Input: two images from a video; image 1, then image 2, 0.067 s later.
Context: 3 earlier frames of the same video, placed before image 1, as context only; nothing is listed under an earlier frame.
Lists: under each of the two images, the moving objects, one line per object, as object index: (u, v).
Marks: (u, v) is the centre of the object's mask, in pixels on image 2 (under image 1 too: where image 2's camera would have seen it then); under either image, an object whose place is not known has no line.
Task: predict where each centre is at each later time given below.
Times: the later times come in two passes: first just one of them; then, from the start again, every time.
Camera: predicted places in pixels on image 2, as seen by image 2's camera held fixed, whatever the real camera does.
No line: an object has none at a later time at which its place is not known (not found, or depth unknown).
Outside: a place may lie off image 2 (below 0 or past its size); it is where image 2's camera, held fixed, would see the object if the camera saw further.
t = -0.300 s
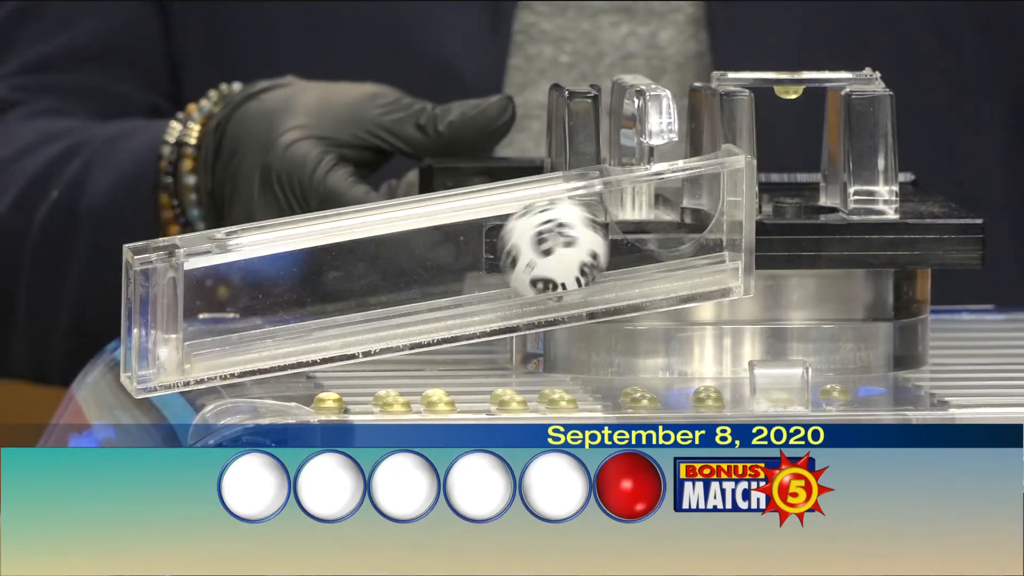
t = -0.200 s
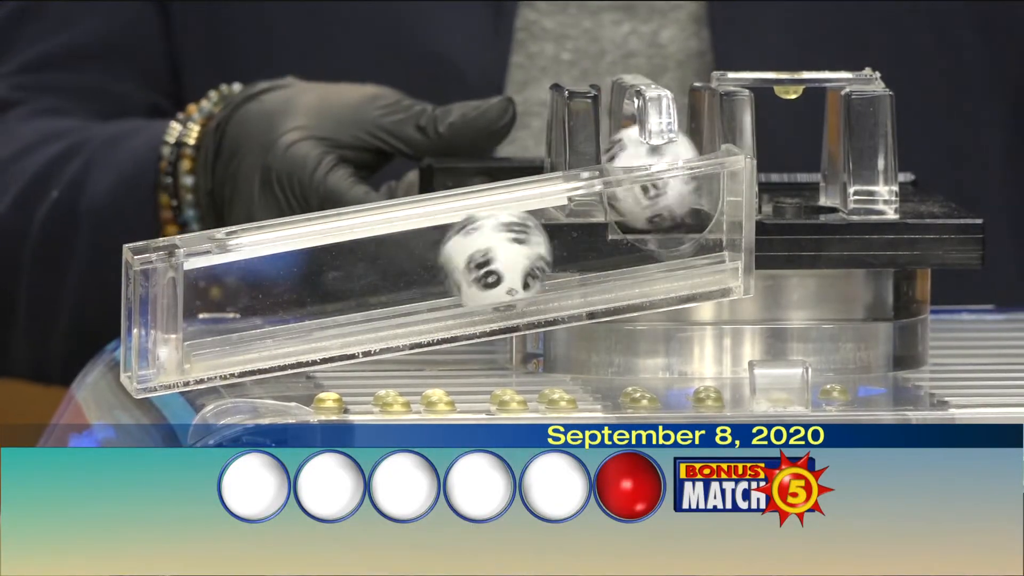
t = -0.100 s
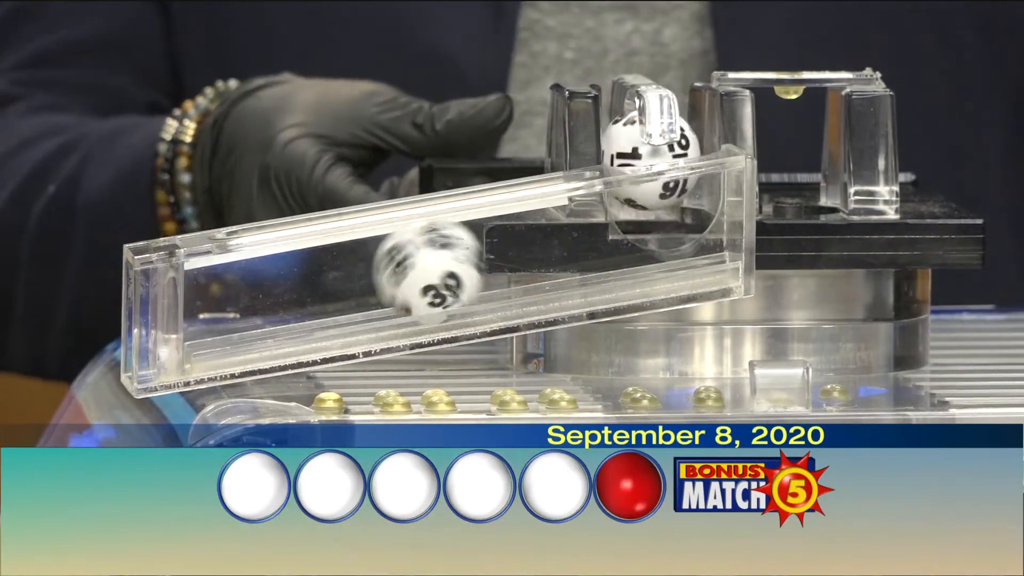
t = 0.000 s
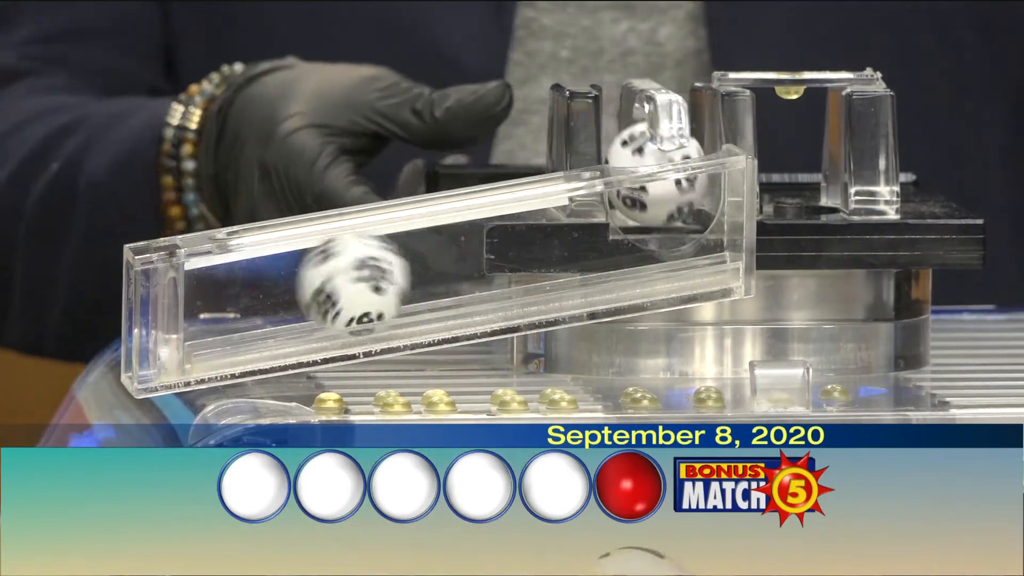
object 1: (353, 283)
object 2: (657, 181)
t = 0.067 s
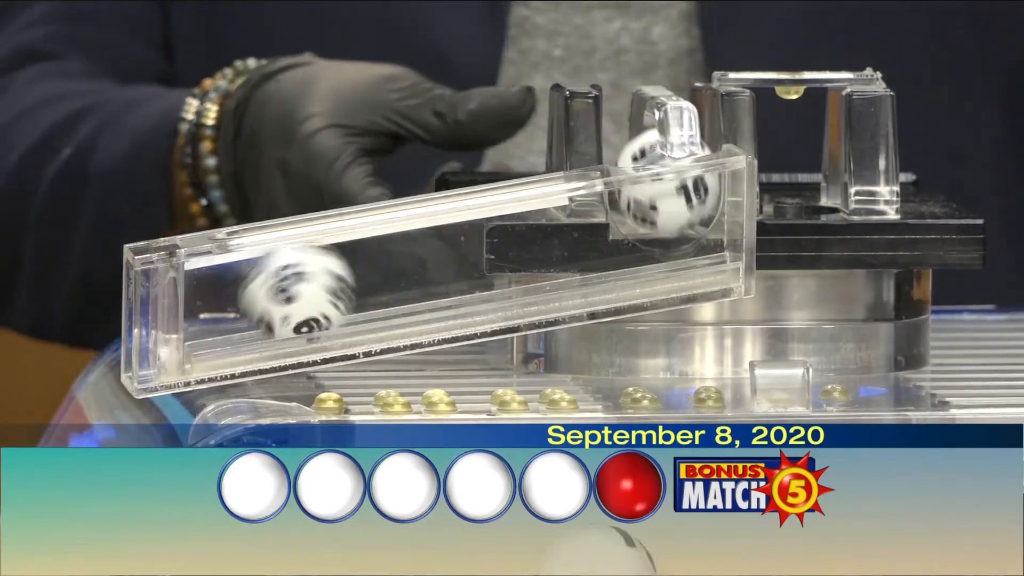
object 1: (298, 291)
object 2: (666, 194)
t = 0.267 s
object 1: (235, 300)
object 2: (668, 216)
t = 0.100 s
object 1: (269, 295)
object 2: (670, 215)
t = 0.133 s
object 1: (239, 300)
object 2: (668, 215)
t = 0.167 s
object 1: (246, 299)
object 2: (676, 211)
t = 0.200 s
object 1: (251, 298)
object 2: (672, 216)
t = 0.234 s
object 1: (245, 299)
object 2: (669, 216)
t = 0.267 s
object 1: (235, 300)
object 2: (668, 216)
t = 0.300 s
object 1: (235, 300)
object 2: (669, 216)
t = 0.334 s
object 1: (234, 301)
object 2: (670, 217)
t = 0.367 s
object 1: (234, 301)
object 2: (668, 221)
